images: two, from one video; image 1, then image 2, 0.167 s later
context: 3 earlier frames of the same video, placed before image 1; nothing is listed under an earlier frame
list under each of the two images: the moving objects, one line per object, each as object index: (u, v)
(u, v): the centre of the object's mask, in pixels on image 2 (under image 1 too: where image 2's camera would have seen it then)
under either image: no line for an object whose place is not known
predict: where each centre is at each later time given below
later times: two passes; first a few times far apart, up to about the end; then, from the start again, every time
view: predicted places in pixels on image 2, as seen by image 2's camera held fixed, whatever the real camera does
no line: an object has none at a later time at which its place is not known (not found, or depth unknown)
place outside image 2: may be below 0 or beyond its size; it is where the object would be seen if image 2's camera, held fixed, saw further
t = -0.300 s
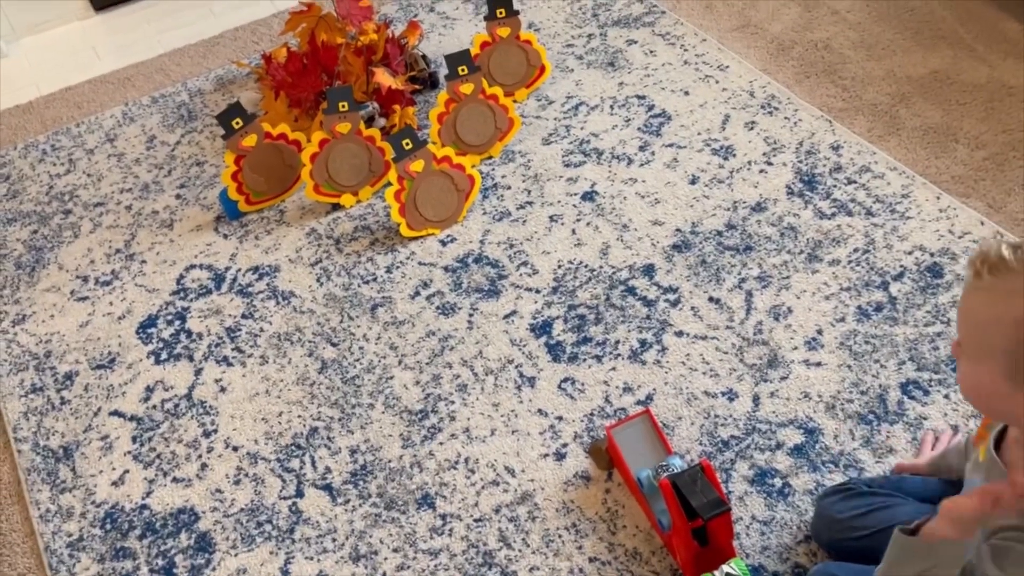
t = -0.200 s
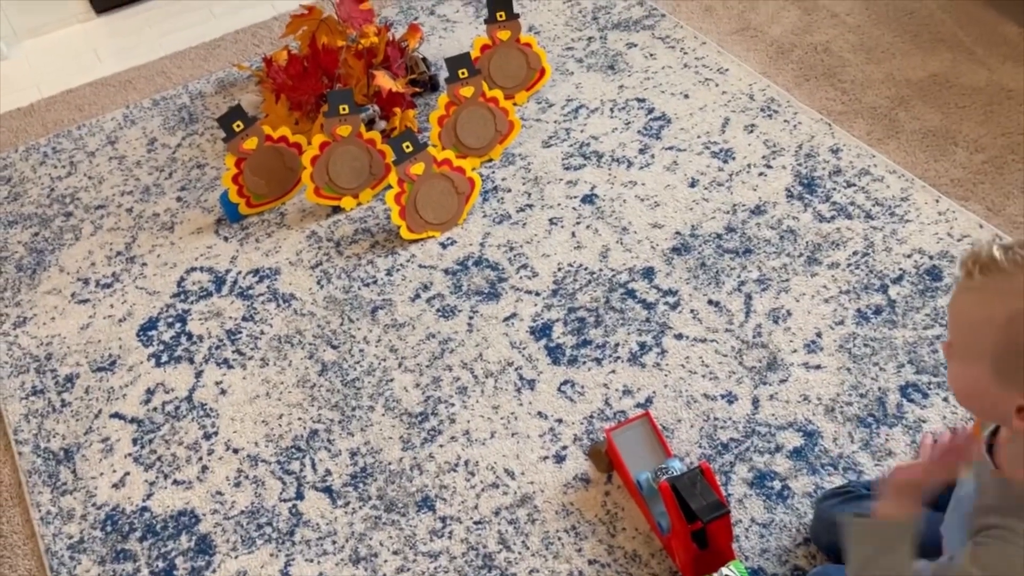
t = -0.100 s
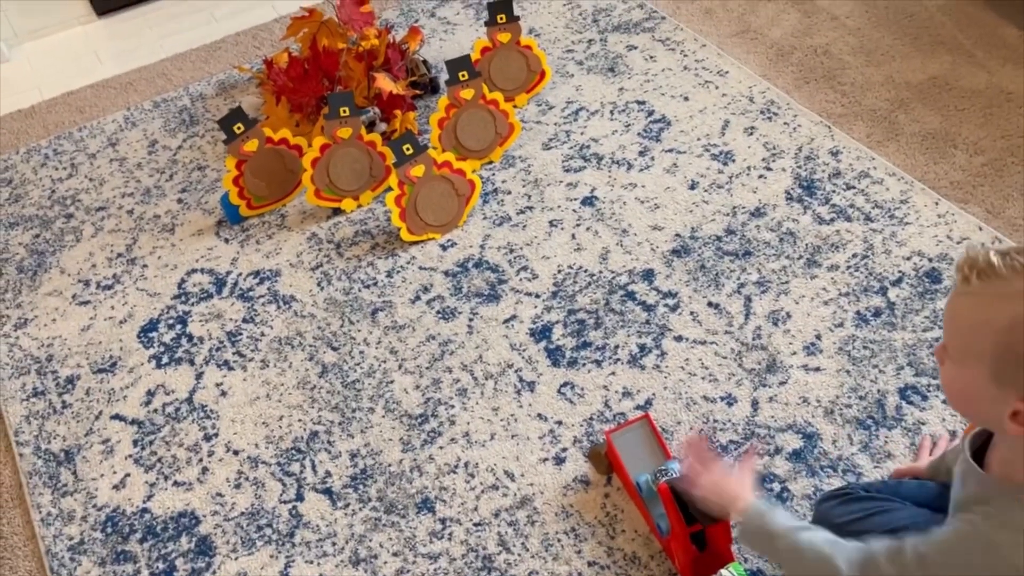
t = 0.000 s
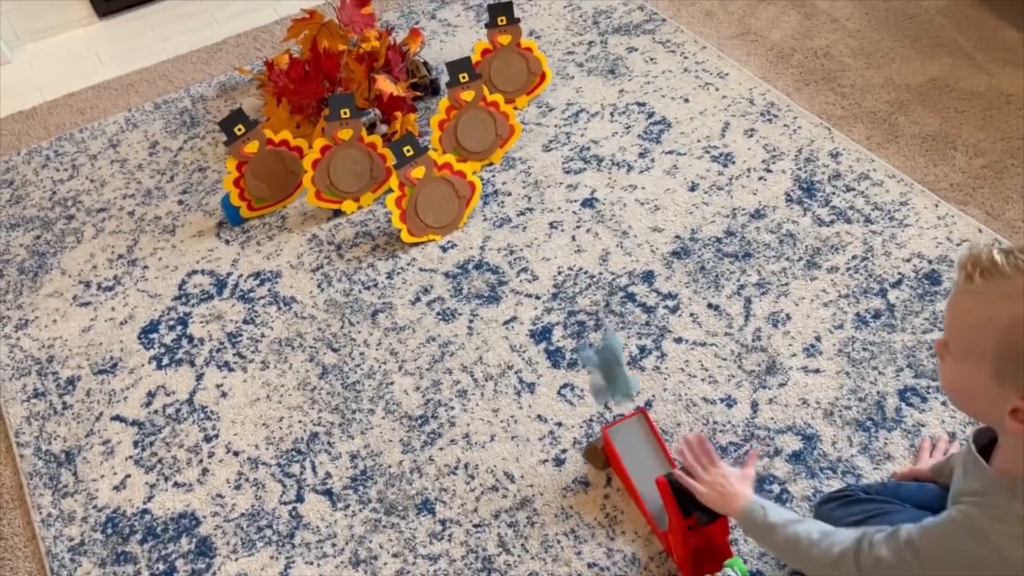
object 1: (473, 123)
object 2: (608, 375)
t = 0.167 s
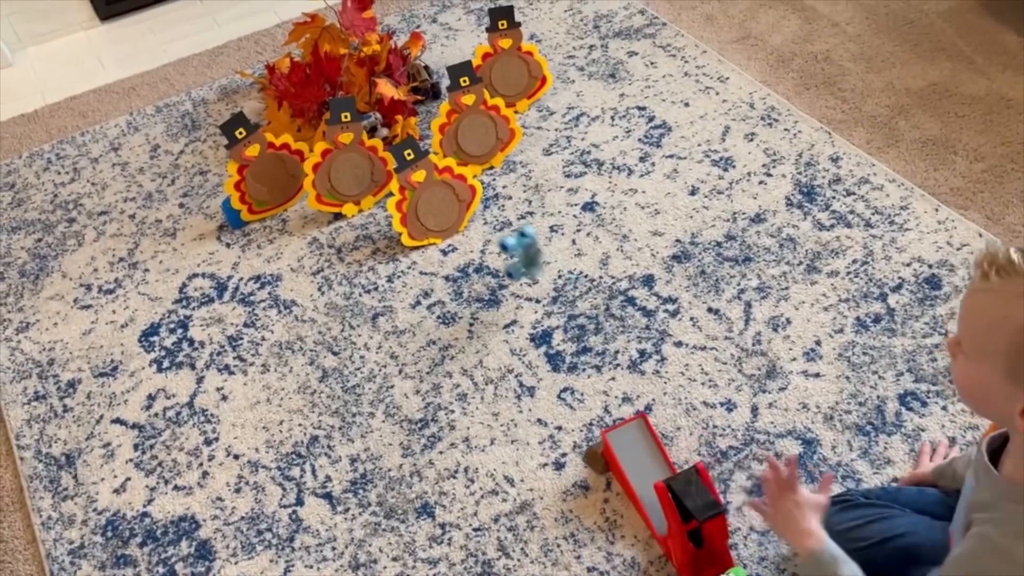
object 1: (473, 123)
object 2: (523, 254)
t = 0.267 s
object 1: (473, 123)
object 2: (491, 222)
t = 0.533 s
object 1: (474, 120)
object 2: (479, 164)
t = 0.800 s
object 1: (457, 133)
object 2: (494, 167)
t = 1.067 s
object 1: (456, 136)
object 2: (498, 167)
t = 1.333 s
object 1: (456, 136)
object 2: (498, 167)
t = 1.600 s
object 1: (456, 135)
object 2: (499, 167)
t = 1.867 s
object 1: (456, 136)
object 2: (499, 167)
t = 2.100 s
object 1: (456, 135)
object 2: (499, 167)
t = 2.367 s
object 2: (498, 167)
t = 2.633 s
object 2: (498, 167)
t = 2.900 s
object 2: (499, 167)
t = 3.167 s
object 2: (499, 167)
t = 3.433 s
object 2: (499, 167)
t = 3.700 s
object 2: (498, 166)
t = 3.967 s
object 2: (499, 166)
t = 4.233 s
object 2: (499, 166)
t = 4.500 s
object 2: (499, 166)
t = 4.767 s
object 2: (498, 166)
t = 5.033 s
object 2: (498, 166)
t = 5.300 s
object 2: (498, 167)
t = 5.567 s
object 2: (498, 166)
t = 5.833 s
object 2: (499, 166)
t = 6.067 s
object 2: (498, 166)
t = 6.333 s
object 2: (499, 166)
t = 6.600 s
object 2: (499, 166)
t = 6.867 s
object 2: (499, 166)
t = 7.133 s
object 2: (499, 166)
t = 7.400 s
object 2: (500, 166)
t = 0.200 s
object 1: (473, 123)
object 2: (510, 248)
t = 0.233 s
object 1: (473, 123)
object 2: (499, 240)
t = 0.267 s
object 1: (473, 123)
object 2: (491, 222)
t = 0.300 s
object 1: (473, 123)
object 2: (480, 208)
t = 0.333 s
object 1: (473, 123)
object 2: (474, 193)
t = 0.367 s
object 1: (473, 122)
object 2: (471, 183)
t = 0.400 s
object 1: (473, 122)
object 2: (470, 178)
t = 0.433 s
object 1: (473, 122)
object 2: (469, 176)
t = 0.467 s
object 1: (473, 121)
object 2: (472, 175)
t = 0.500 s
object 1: (473, 119)
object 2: (477, 167)
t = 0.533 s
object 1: (474, 120)
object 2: (479, 164)
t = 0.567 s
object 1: (473, 121)
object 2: (483, 164)
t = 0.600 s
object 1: (470, 121)
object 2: (487, 166)
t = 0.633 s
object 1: (466, 120)
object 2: (490, 164)
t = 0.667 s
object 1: (463, 123)
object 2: (492, 165)
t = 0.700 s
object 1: (461, 127)
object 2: (494, 167)
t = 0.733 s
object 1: (459, 130)
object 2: (494, 167)
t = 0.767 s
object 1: (458, 133)
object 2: (494, 167)
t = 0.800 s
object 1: (457, 133)
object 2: (494, 167)
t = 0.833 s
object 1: (455, 132)
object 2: (495, 168)
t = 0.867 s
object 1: (456, 135)
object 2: (495, 168)
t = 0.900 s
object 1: (456, 135)
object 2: (496, 168)
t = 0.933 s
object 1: (456, 133)
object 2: (497, 168)
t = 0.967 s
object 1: (456, 135)
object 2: (497, 168)
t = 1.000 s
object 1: (456, 135)
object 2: (498, 167)
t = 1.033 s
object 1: (456, 135)
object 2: (498, 167)
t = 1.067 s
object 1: (456, 136)
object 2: (498, 167)
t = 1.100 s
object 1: (456, 136)
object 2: (499, 167)
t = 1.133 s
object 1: (456, 136)
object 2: (498, 167)
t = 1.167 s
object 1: (456, 136)
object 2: (498, 167)
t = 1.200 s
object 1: (456, 136)
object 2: (498, 167)
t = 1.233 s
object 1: (456, 136)
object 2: (498, 167)
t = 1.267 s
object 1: (456, 136)
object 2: (498, 167)
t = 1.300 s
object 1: (456, 136)
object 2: (498, 167)
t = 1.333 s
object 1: (456, 136)
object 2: (498, 167)
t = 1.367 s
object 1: (456, 136)
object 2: (498, 167)
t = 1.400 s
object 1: (456, 136)
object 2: (498, 167)
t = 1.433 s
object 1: (456, 136)
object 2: (498, 167)
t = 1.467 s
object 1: (456, 136)
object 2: (498, 167)
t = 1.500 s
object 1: (456, 135)
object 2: (498, 167)
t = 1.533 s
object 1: (456, 135)
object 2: (498, 167)
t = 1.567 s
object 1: (456, 136)
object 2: (499, 167)
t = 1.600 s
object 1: (456, 135)
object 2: (499, 167)
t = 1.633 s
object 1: (456, 135)
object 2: (499, 167)
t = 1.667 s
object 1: (456, 136)
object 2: (499, 167)
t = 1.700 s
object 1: (456, 135)
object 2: (499, 167)
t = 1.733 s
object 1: (456, 136)
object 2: (499, 167)
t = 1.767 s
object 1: (456, 135)
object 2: (499, 167)
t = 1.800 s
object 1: (456, 136)
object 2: (499, 167)
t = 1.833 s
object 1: (456, 136)
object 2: (499, 167)
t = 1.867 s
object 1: (456, 136)
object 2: (499, 167)
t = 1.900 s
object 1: (456, 136)
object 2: (499, 167)
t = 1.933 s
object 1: (456, 135)
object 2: (499, 167)
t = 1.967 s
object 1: (456, 136)
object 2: (498, 167)
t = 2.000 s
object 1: (456, 136)
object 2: (498, 167)
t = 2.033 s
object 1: (456, 136)
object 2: (499, 167)
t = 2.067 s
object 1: (456, 136)
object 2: (499, 167)
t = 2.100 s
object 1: (456, 135)
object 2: (499, 167)
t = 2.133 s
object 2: (499, 167)
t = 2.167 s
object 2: (499, 167)
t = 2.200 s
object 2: (499, 167)
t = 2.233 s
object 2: (499, 167)
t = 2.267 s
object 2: (499, 167)
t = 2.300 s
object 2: (498, 167)
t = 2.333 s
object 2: (498, 167)
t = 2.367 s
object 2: (498, 167)
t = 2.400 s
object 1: (456, 136)
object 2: (498, 167)
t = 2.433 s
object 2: (499, 167)
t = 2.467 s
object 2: (498, 167)
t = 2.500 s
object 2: (498, 167)
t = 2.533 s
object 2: (498, 167)
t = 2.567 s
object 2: (498, 167)
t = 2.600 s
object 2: (498, 167)
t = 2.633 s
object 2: (498, 167)
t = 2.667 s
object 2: (499, 167)
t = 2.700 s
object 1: (456, 136)
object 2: (499, 167)
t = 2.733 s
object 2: (499, 167)
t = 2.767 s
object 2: (499, 167)
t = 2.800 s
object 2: (499, 167)
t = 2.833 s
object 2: (498, 167)
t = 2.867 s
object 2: (498, 167)
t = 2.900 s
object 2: (499, 167)
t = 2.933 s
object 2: (499, 167)
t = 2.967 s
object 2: (499, 167)
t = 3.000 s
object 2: (499, 167)
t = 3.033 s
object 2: (499, 167)
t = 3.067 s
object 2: (499, 167)
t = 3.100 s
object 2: (499, 167)
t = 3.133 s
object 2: (498, 167)
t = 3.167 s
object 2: (499, 167)
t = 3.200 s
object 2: (498, 167)
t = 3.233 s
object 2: (499, 167)
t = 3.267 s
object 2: (499, 167)
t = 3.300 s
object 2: (499, 167)
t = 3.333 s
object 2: (499, 167)
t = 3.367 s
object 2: (499, 167)
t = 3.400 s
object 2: (498, 167)
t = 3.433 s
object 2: (499, 167)
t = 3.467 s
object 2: (498, 166)
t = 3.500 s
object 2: (498, 166)
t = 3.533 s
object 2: (498, 167)
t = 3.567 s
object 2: (499, 166)
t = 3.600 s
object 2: (499, 167)
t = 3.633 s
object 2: (498, 167)
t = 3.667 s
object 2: (498, 167)
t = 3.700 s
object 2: (498, 166)
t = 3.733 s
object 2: (498, 167)
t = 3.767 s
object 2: (498, 167)
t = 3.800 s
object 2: (498, 167)
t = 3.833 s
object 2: (498, 166)
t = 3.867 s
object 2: (498, 166)
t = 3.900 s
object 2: (499, 166)
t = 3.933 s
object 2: (499, 166)
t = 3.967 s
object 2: (499, 166)
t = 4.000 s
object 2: (499, 166)
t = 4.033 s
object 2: (498, 166)
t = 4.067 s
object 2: (498, 166)
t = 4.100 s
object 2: (498, 166)
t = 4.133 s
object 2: (498, 166)
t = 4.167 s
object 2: (499, 166)
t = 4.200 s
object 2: (499, 166)
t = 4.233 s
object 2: (499, 166)
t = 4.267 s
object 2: (499, 166)
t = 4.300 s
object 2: (499, 166)
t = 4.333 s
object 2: (499, 166)
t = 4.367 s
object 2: (499, 166)
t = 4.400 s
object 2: (499, 166)
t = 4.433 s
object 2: (499, 166)
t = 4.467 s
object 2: (499, 166)
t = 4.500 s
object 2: (499, 166)
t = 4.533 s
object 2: (499, 166)
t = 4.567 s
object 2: (499, 166)
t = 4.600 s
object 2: (499, 166)
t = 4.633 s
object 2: (498, 166)
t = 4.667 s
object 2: (498, 166)
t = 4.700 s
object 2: (498, 166)
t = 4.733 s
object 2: (498, 166)
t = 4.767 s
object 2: (498, 166)
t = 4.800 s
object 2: (499, 166)
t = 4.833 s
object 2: (499, 166)
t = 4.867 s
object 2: (499, 166)
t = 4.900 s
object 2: (498, 166)
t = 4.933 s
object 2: (498, 166)
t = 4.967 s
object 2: (498, 166)
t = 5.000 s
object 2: (498, 166)
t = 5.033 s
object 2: (498, 166)
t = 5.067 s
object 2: (498, 166)
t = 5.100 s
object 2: (498, 166)
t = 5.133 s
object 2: (498, 166)
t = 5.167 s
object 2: (498, 166)
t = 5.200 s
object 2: (498, 167)
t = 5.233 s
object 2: (498, 167)
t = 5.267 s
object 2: (498, 166)
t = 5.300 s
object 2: (498, 167)
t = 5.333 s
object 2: (498, 167)
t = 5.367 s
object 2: (498, 166)
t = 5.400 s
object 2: (498, 166)
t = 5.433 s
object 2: (498, 166)
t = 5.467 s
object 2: (498, 167)
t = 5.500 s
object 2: (498, 166)
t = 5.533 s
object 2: (498, 166)
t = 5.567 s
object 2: (498, 166)
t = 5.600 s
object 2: (498, 166)
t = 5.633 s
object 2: (498, 166)
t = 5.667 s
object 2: (498, 166)
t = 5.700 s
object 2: (498, 166)
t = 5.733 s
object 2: (498, 166)
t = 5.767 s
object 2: (499, 166)
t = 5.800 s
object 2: (499, 166)
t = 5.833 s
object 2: (499, 166)
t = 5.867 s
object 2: (499, 166)
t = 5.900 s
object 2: (499, 166)
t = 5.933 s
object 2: (499, 166)
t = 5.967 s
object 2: (499, 166)
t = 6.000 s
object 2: (499, 166)
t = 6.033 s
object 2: (498, 166)
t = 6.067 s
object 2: (498, 166)
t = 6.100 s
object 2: (498, 166)
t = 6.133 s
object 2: (498, 166)
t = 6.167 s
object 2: (498, 166)
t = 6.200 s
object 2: (498, 166)
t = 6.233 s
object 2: (498, 166)
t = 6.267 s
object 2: (498, 166)
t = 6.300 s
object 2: (499, 166)
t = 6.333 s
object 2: (499, 166)
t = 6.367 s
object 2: (499, 166)
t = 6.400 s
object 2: (499, 166)
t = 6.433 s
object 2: (499, 166)
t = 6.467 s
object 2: (499, 166)
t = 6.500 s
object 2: (499, 166)
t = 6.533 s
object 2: (499, 166)
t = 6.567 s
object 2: (499, 166)
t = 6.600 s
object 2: (499, 166)
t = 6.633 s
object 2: (499, 166)
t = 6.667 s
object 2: (499, 166)
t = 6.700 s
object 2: (499, 166)
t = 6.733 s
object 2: (499, 166)
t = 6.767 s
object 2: (499, 166)
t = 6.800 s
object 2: (499, 166)
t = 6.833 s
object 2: (499, 166)
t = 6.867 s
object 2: (499, 166)
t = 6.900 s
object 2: (499, 167)
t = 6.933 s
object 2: (499, 167)
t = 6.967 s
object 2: (499, 166)
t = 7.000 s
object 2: (499, 167)
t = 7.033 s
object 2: (499, 167)
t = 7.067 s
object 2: (499, 167)
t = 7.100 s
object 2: (499, 167)
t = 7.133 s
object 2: (499, 166)
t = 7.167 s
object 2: (499, 167)
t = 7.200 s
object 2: (499, 167)
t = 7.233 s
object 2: (500, 166)
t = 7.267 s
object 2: (500, 166)
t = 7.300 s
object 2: (499, 166)
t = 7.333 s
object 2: (500, 166)
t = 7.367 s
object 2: (500, 166)
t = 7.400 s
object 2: (500, 166)
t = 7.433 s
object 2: (500, 166)
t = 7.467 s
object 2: (500, 166)
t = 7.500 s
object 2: (500, 166)
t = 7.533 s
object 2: (501, 166)
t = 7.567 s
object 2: (501, 166)
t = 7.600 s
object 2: (500, 166)
